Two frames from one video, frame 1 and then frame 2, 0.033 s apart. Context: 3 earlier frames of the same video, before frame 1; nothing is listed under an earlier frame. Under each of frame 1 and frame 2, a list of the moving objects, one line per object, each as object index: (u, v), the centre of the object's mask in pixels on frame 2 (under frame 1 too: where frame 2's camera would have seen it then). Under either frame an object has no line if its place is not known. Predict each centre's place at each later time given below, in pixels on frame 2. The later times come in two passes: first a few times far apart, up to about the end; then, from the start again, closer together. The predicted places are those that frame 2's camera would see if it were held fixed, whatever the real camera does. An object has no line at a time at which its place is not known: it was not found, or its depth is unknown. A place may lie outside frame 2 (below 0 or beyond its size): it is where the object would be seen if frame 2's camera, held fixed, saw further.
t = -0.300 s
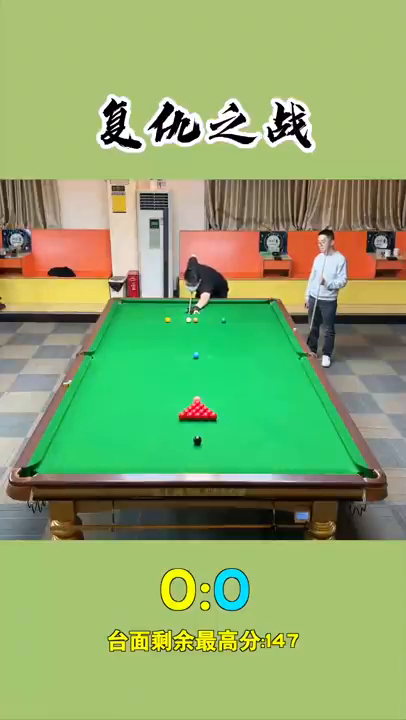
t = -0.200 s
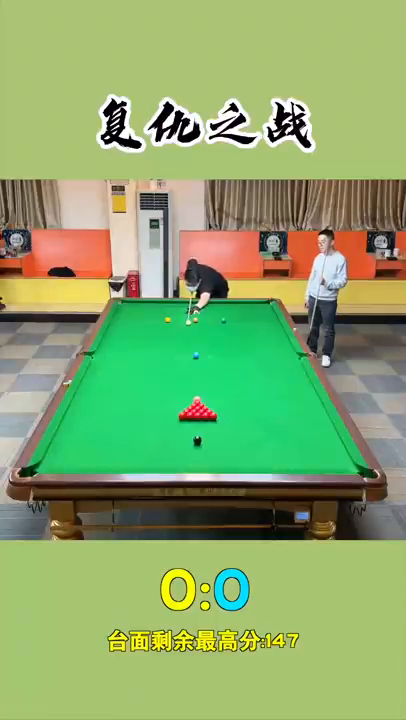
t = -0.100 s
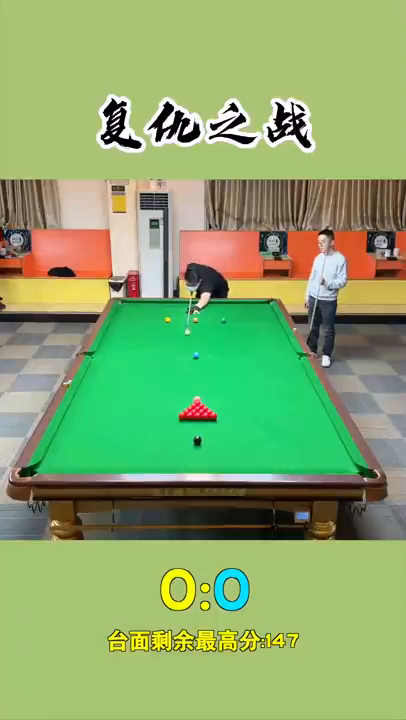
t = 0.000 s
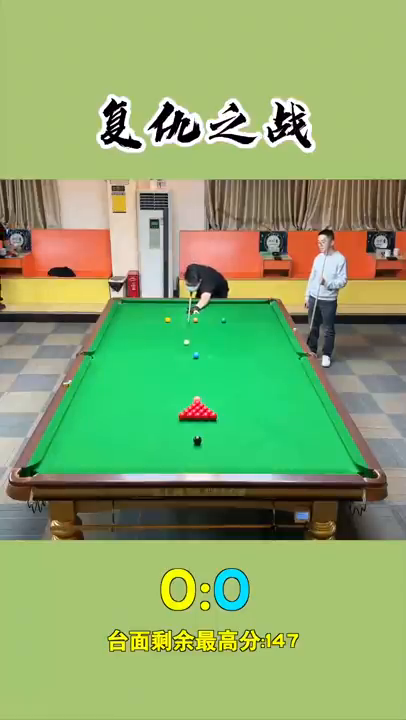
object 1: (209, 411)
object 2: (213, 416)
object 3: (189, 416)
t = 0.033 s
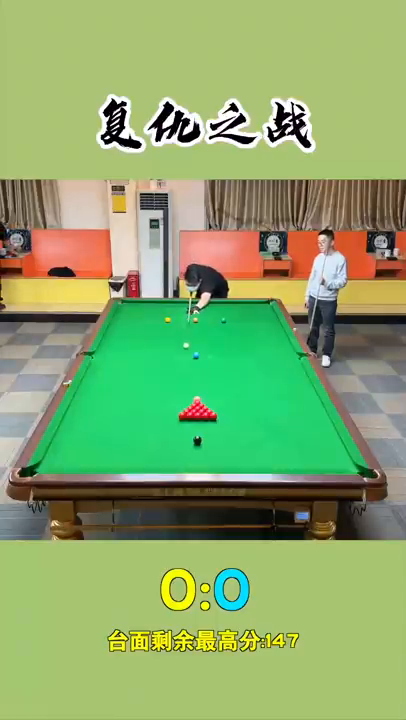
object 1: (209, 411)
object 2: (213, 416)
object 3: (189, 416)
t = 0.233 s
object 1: (209, 411)
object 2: (213, 416)
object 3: (189, 416)
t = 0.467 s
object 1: (209, 411)
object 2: (213, 416)
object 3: (189, 416)
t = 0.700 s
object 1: (214, 411)
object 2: (223, 417)
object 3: (189, 417)
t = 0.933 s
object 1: (221, 410)
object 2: (239, 417)
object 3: (188, 419)
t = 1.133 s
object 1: (227, 408)
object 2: (253, 418)
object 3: (187, 422)
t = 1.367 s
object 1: (234, 405)
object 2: (271, 419)
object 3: (187, 424)
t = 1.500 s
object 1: (238, 404)
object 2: (281, 418)
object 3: (186, 425)
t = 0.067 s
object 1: (209, 411)
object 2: (213, 416)
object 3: (189, 416)
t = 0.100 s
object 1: (209, 411)
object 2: (213, 416)
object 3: (189, 416)
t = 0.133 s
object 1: (209, 411)
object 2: (213, 416)
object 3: (189, 416)
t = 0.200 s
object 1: (209, 411)
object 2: (213, 416)
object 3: (189, 416)
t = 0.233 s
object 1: (209, 411)
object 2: (213, 416)
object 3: (189, 416)
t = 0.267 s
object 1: (209, 411)
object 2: (212, 416)
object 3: (189, 416)
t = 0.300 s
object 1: (209, 411)
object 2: (213, 416)
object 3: (189, 416)
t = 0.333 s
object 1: (209, 411)
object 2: (213, 416)
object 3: (189, 416)
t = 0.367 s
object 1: (209, 411)
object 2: (213, 416)
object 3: (189, 416)
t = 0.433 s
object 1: (209, 411)
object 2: (213, 416)
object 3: (189, 416)
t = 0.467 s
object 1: (209, 411)
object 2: (213, 416)
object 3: (189, 416)
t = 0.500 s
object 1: (209, 411)
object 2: (212, 416)
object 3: (189, 416)
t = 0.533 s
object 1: (209, 411)
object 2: (213, 416)
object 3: (189, 416)
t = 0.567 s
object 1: (208, 411)
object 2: (213, 416)
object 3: (189, 416)
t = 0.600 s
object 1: (210, 412)
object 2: (216, 417)
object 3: (189, 416)
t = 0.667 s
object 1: (213, 412)
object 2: (221, 417)
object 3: (189, 417)
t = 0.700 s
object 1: (214, 411)
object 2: (223, 417)
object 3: (189, 417)
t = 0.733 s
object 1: (215, 411)
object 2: (226, 417)
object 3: (189, 417)
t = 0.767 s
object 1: (216, 411)
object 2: (228, 417)
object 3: (188, 418)
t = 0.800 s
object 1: (217, 411)
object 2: (230, 417)
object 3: (188, 418)
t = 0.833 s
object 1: (218, 410)
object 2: (232, 417)
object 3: (188, 418)
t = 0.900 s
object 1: (220, 410)
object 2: (237, 417)
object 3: (188, 419)
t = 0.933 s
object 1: (221, 410)
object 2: (239, 417)
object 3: (188, 419)
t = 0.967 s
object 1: (222, 409)
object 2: (241, 417)
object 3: (188, 420)
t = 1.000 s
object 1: (223, 409)
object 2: (243, 417)
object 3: (188, 420)
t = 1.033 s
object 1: (224, 408)
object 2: (245, 417)
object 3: (188, 420)
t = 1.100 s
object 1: (226, 408)
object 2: (251, 418)
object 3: (188, 421)
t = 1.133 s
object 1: (227, 408)
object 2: (253, 418)
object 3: (187, 422)
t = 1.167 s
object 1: (228, 407)
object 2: (255, 418)
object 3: (187, 421)
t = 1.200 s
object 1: (229, 407)
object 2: (257, 418)
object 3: (187, 422)
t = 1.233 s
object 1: (230, 407)
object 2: (260, 418)
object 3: (187, 423)
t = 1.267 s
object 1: (231, 406)
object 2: (262, 418)
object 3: (187, 423)
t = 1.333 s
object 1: (233, 406)
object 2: (268, 418)
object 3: (187, 423)
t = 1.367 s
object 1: (234, 405)
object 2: (271, 419)
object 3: (187, 424)
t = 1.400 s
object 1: (235, 405)
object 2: (272, 418)
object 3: (187, 424)
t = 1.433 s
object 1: (236, 405)
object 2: (275, 418)
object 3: (187, 425)
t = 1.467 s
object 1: (237, 404)
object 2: (278, 418)
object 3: (186, 425)
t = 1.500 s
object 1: (238, 404)
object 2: (281, 418)
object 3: (186, 425)
